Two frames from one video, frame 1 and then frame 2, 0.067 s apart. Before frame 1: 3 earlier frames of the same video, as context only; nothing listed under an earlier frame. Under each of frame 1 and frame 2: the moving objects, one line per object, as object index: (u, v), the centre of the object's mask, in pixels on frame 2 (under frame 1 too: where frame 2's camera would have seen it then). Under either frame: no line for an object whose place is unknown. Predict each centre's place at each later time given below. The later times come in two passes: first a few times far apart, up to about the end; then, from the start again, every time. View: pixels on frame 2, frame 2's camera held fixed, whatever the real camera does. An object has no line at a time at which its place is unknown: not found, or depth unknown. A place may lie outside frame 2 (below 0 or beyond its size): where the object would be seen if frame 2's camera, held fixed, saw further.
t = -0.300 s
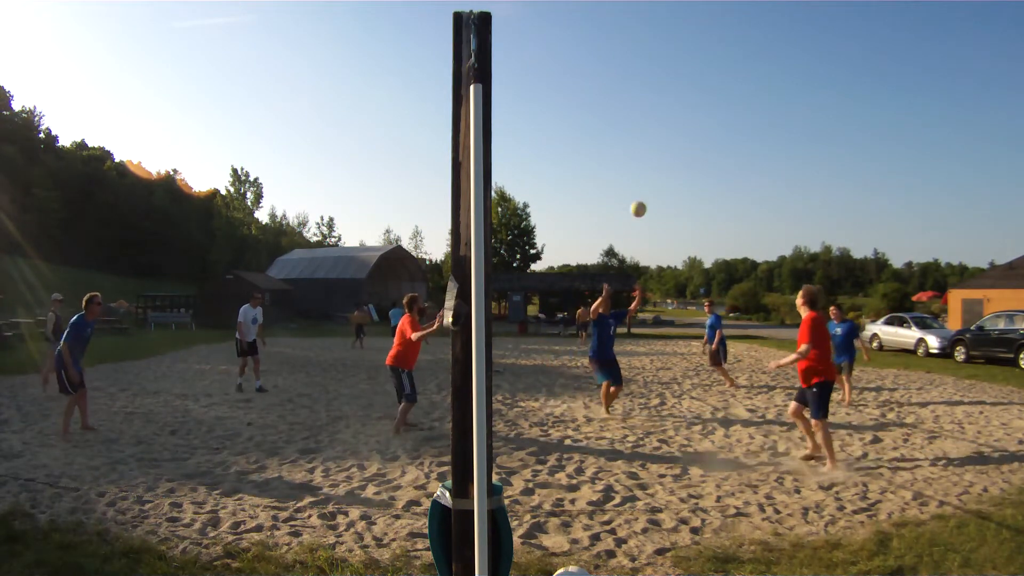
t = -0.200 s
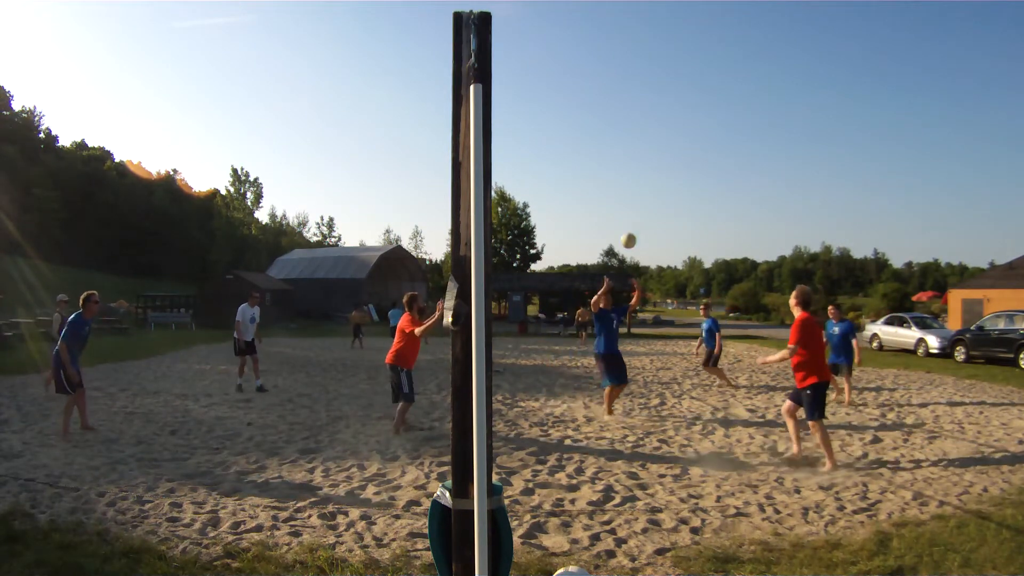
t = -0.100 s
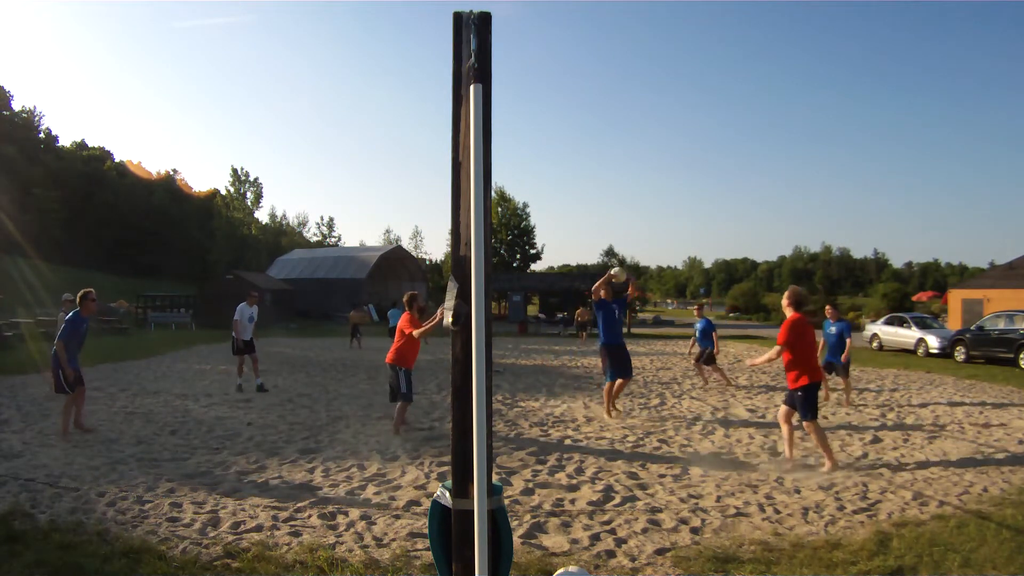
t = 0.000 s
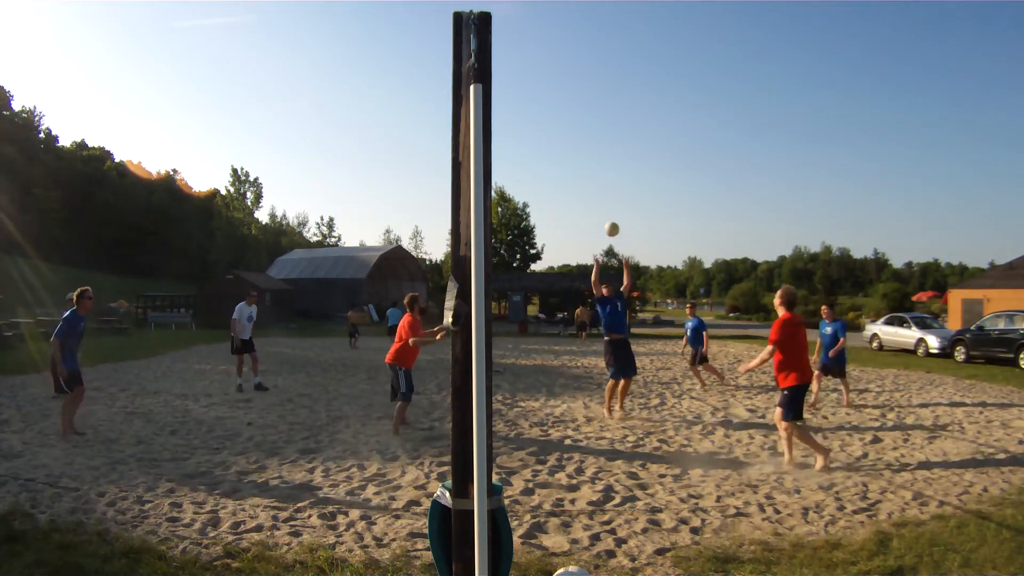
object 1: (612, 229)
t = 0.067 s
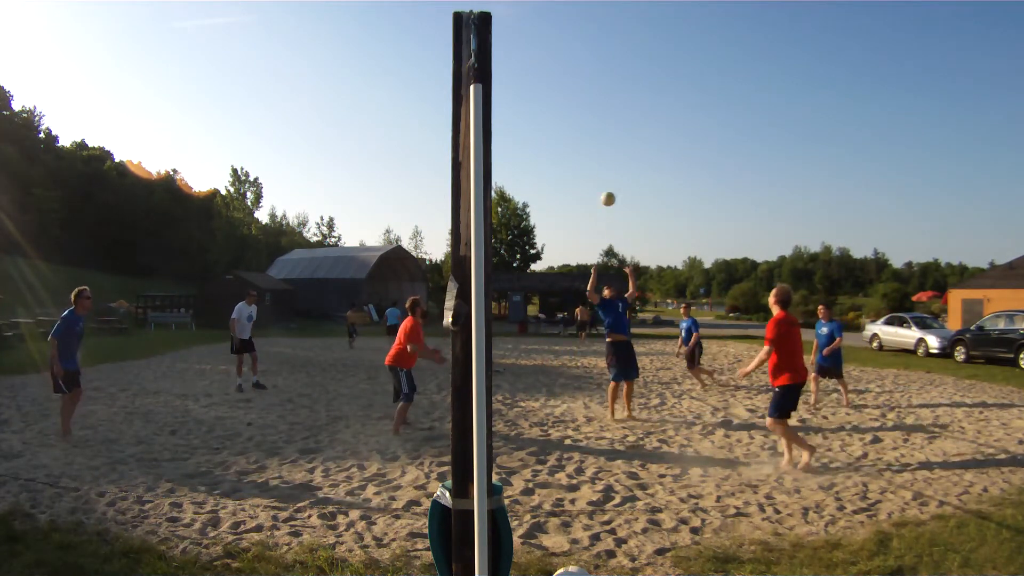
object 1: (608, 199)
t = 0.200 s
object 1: (601, 150)
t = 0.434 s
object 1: (588, 101)
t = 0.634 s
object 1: (577, 87)
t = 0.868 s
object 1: (566, 99)
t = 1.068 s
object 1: (557, 133)
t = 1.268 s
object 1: (548, 187)
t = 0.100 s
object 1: (606, 185)
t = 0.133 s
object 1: (604, 172)
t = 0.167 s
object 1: (603, 161)
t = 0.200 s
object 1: (601, 150)
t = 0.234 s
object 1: (599, 141)
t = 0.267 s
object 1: (597, 132)
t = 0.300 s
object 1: (596, 124)
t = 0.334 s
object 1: (594, 117)
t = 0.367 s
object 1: (592, 111)
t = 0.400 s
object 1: (590, 105)
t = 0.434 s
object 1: (588, 101)
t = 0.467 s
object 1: (586, 97)
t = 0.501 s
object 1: (584, 93)
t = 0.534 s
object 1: (583, 91)
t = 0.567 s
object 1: (581, 89)
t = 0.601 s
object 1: (579, 88)
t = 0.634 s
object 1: (577, 87)
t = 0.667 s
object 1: (576, 87)
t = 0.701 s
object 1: (574, 87)
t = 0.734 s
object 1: (573, 89)
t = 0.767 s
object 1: (571, 90)
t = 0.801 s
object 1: (569, 93)
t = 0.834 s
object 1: (568, 96)
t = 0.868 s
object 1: (566, 99)
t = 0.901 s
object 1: (565, 103)
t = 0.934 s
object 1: (563, 108)
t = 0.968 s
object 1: (562, 113)
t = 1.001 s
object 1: (560, 119)
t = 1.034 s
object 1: (559, 126)
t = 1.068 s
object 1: (557, 133)
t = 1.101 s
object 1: (556, 141)
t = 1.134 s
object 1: (554, 149)
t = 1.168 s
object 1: (553, 158)
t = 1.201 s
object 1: (552, 167)
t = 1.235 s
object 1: (550, 177)
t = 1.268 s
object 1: (548, 187)
